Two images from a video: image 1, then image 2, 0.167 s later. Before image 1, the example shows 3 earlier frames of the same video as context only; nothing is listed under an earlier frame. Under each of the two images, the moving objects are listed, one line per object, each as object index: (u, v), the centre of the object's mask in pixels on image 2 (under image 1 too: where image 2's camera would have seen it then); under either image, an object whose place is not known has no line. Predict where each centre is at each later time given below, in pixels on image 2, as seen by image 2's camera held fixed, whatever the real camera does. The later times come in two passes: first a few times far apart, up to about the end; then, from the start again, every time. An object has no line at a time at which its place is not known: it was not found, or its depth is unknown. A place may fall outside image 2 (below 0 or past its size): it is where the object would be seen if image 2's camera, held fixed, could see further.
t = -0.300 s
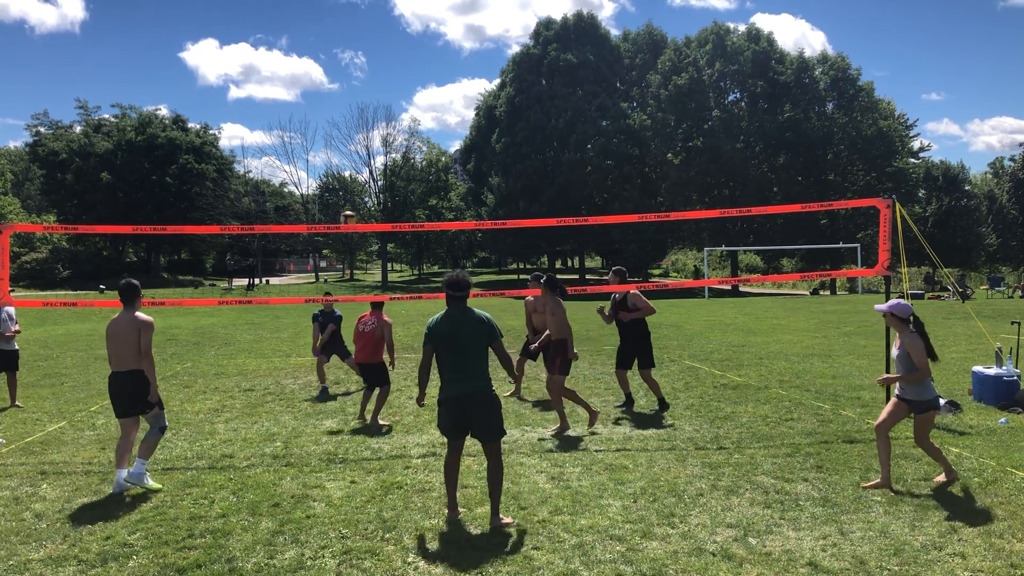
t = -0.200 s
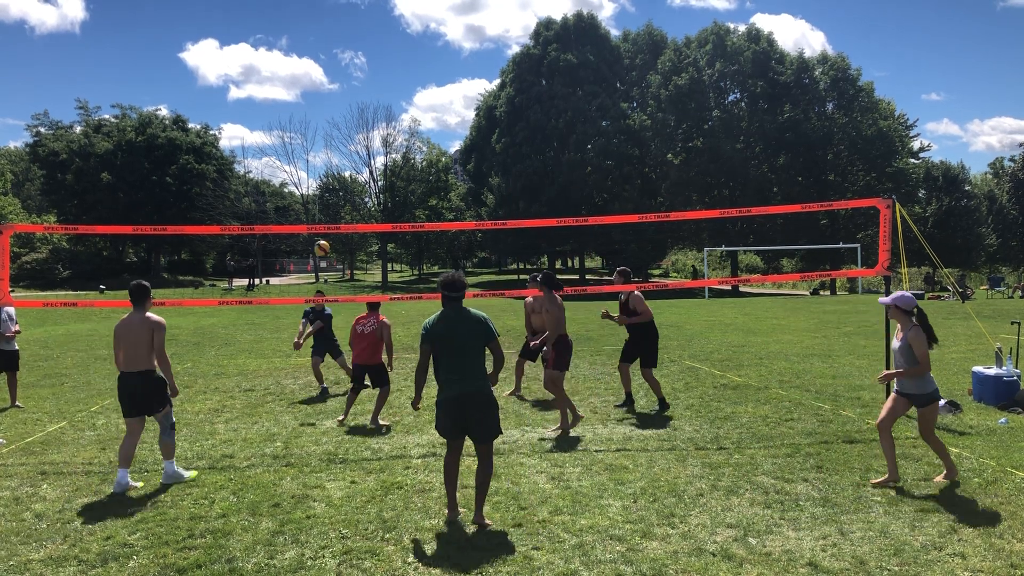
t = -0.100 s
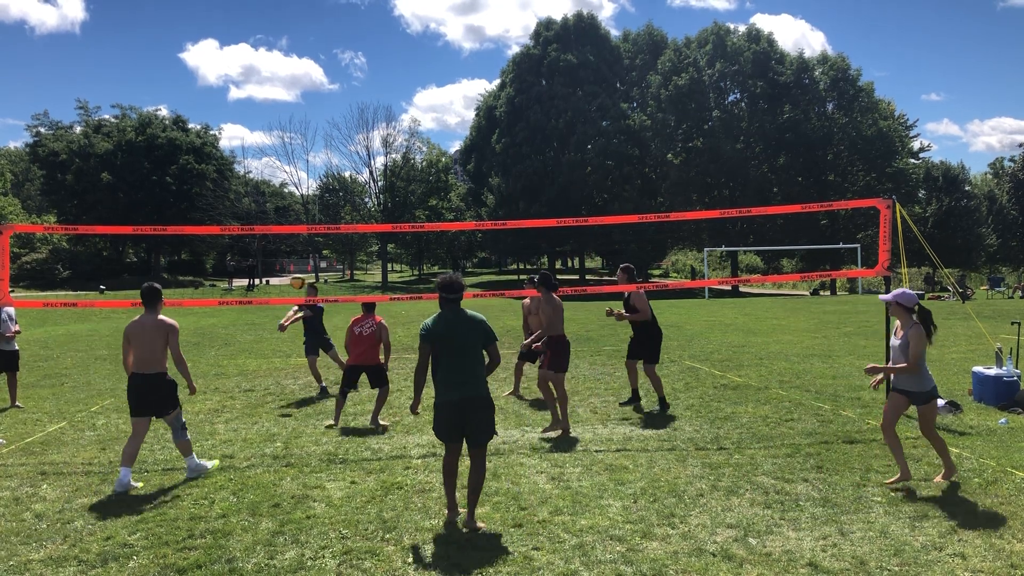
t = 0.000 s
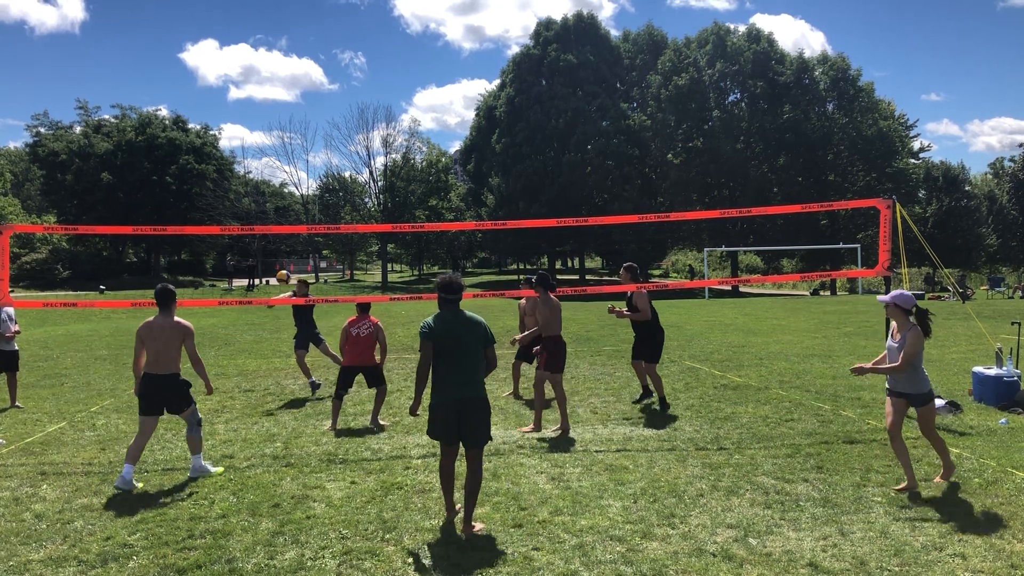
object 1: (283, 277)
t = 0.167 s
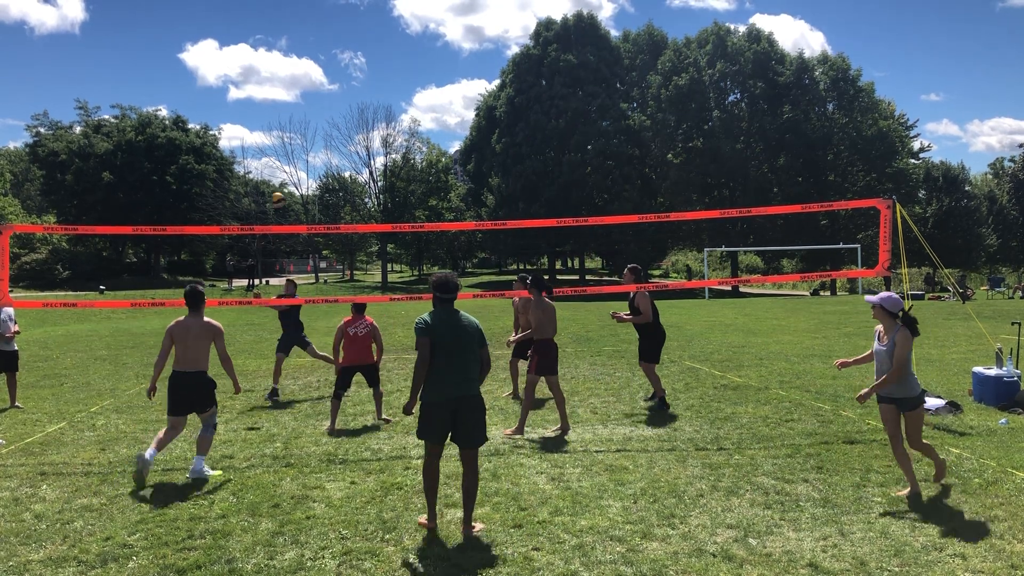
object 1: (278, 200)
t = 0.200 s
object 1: (277, 186)
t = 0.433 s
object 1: (271, 110)
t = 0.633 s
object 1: (267, 75)
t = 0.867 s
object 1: (266, 70)
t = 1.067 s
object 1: (268, 98)
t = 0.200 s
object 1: (277, 186)
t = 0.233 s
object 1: (276, 173)
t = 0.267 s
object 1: (275, 161)
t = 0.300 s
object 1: (274, 150)
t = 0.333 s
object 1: (273, 139)
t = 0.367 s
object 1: (272, 129)
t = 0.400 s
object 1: (271, 119)
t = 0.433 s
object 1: (271, 110)
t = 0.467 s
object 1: (270, 103)
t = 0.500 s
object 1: (270, 96)
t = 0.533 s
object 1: (269, 89)
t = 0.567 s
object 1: (268, 83)
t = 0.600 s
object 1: (268, 79)
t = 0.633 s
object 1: (267, 75)
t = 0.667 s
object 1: (267, 72)
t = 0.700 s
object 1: (266, 69)
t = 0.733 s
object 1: (266, 68)
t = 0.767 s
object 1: (266, 67)
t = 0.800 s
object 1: (266, 67)
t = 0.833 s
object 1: (266, 68)
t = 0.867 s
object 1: (266, 70)
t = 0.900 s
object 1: (266, 72)
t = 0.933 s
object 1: (266, 76)
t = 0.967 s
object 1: (267, 80)
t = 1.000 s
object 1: (267, 85)
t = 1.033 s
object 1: (268, 91)
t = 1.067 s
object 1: (268, 98)
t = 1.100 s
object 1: (269, 106)
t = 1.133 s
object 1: (269, 114)
